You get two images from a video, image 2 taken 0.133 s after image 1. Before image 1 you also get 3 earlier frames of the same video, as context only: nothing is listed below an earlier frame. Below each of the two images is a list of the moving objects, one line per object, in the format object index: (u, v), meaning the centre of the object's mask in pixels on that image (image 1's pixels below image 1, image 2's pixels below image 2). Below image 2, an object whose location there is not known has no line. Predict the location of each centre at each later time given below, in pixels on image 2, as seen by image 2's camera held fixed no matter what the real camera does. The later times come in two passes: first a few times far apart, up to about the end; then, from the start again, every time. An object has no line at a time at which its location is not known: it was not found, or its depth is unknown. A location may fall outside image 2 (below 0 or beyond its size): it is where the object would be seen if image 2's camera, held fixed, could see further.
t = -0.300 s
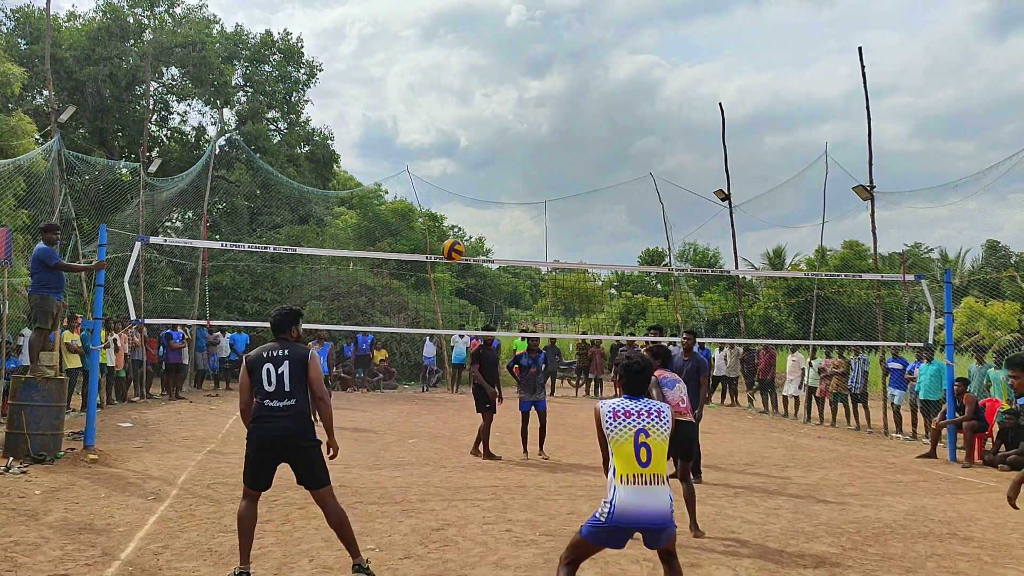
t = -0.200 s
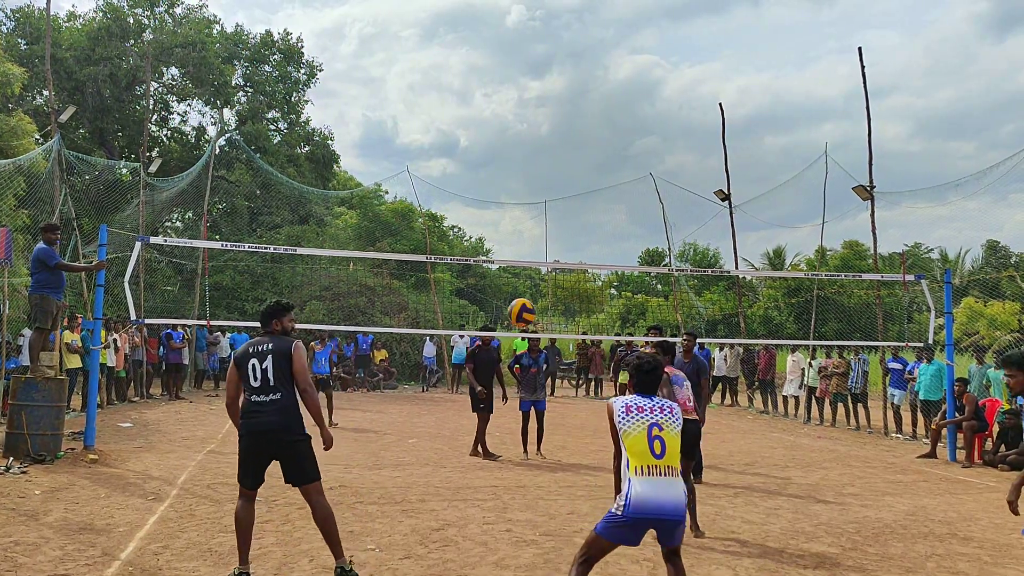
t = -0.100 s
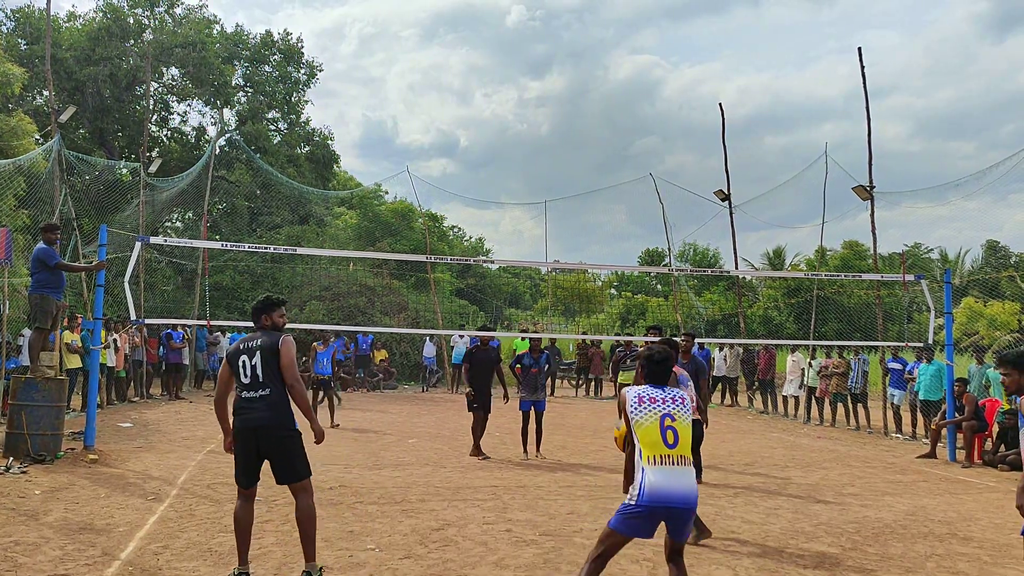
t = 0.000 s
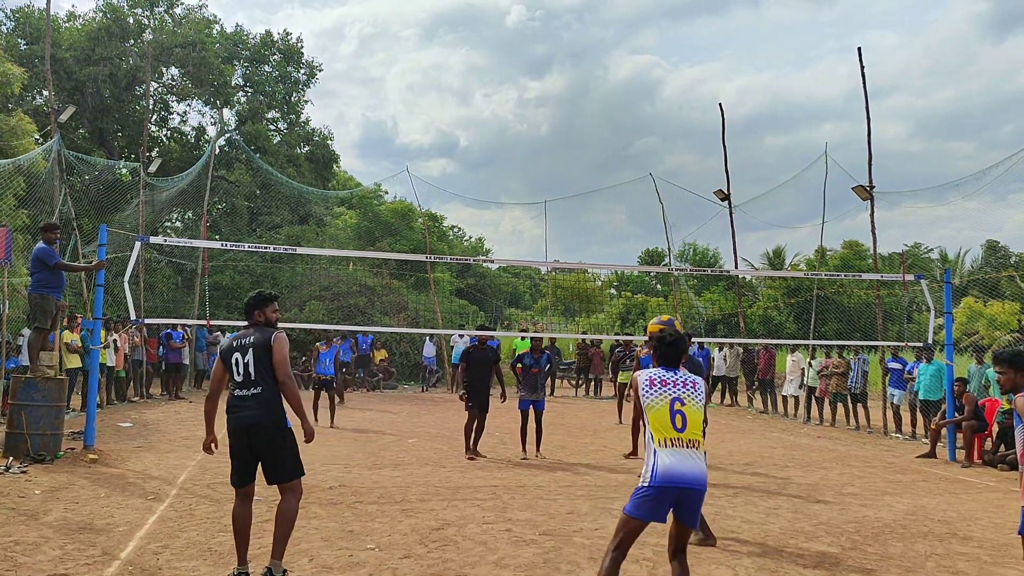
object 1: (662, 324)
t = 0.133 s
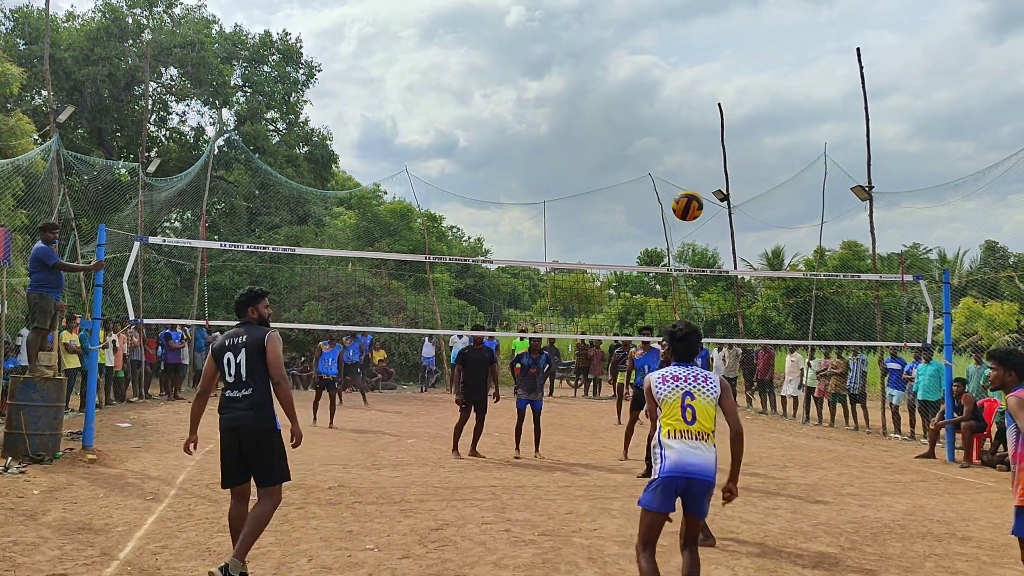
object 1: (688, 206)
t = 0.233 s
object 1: (702, 142)
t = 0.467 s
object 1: (728, 63)
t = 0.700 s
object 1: (746, 55)
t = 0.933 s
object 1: (758, 95)
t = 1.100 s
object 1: (765, 147)
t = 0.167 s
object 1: (693, 182)
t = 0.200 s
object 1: (697, 161)
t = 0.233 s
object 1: (702, 142)
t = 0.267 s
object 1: (706, 125)
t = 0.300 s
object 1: (710, 110)
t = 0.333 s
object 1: (714, 97)
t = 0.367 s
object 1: (718, 86)
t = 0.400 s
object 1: (721, 77)
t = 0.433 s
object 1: (725, 70)
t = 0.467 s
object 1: (728, 63)
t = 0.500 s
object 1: (731, 58)
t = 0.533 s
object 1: (734, 54)
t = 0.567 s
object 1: (737, 52)
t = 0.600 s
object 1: (739, 51)
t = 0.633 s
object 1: (742, 51)
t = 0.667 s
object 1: (744, 53)
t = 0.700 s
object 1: (746, 55)
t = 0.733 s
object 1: (748, 58)
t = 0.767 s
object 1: (750, 61)
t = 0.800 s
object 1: (752, 66)
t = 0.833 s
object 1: (754, 73)
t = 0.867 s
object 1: (755, 80)
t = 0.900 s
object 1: (757, 87)
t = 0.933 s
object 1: (758, 95)
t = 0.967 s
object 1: (760, 104)
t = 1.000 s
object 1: (761, 113)
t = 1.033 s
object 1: (763, 124)
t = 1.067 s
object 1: (764, 135)
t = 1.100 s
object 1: (765, 147)
